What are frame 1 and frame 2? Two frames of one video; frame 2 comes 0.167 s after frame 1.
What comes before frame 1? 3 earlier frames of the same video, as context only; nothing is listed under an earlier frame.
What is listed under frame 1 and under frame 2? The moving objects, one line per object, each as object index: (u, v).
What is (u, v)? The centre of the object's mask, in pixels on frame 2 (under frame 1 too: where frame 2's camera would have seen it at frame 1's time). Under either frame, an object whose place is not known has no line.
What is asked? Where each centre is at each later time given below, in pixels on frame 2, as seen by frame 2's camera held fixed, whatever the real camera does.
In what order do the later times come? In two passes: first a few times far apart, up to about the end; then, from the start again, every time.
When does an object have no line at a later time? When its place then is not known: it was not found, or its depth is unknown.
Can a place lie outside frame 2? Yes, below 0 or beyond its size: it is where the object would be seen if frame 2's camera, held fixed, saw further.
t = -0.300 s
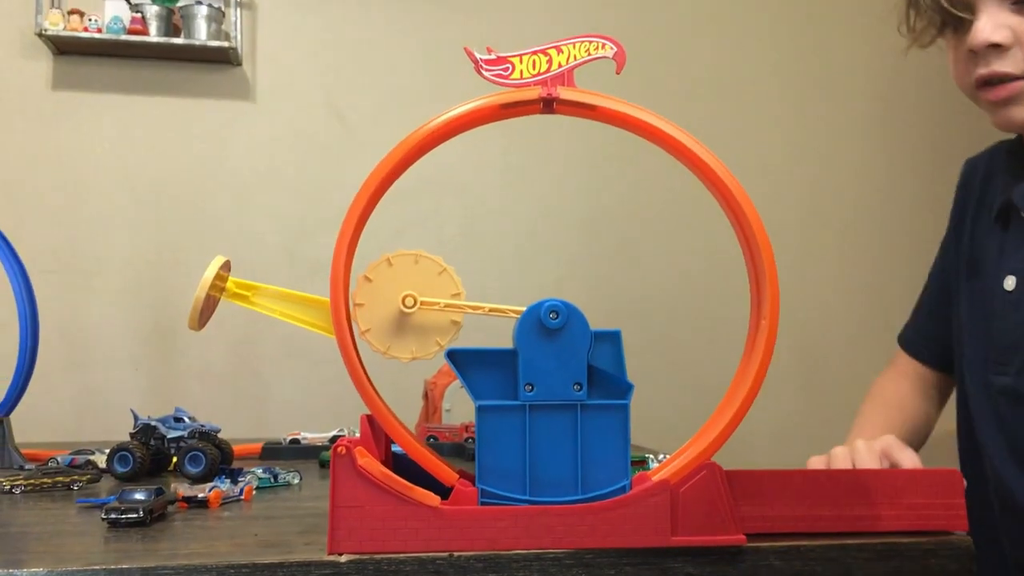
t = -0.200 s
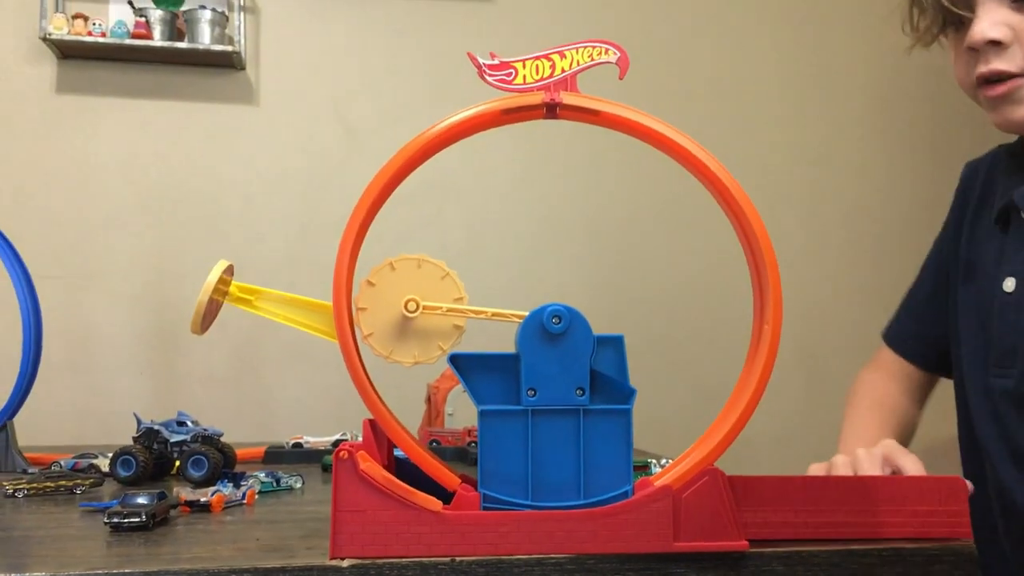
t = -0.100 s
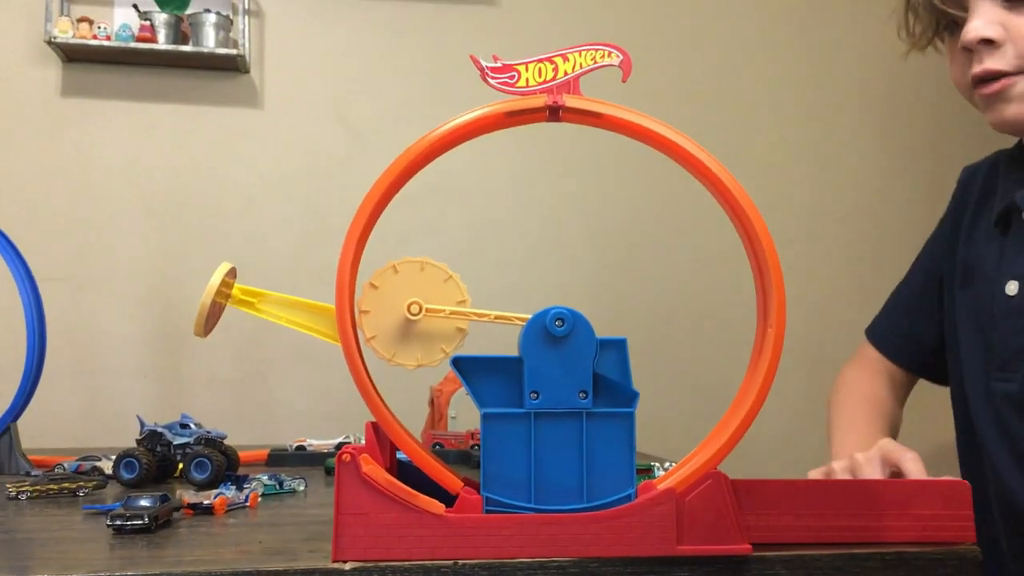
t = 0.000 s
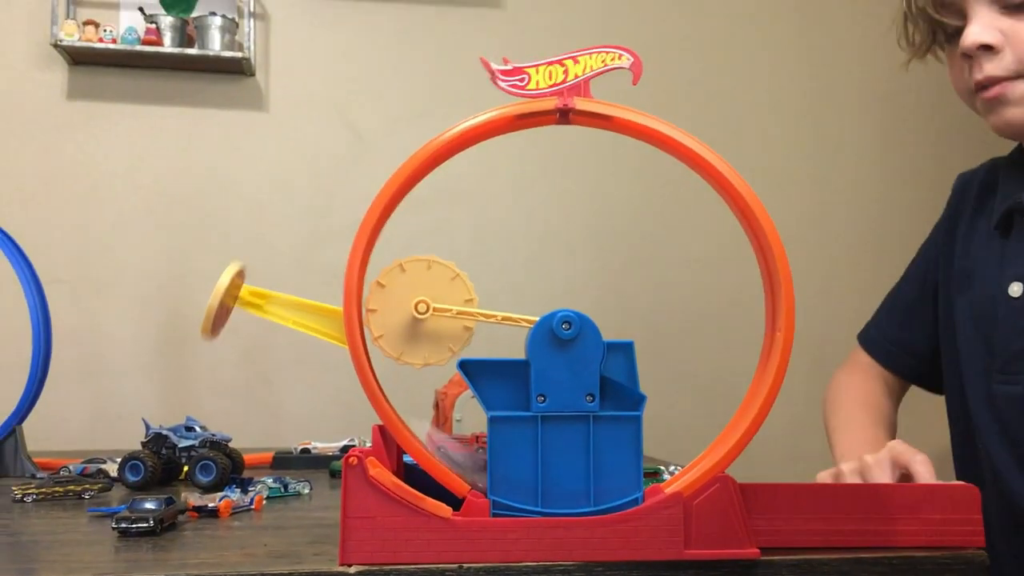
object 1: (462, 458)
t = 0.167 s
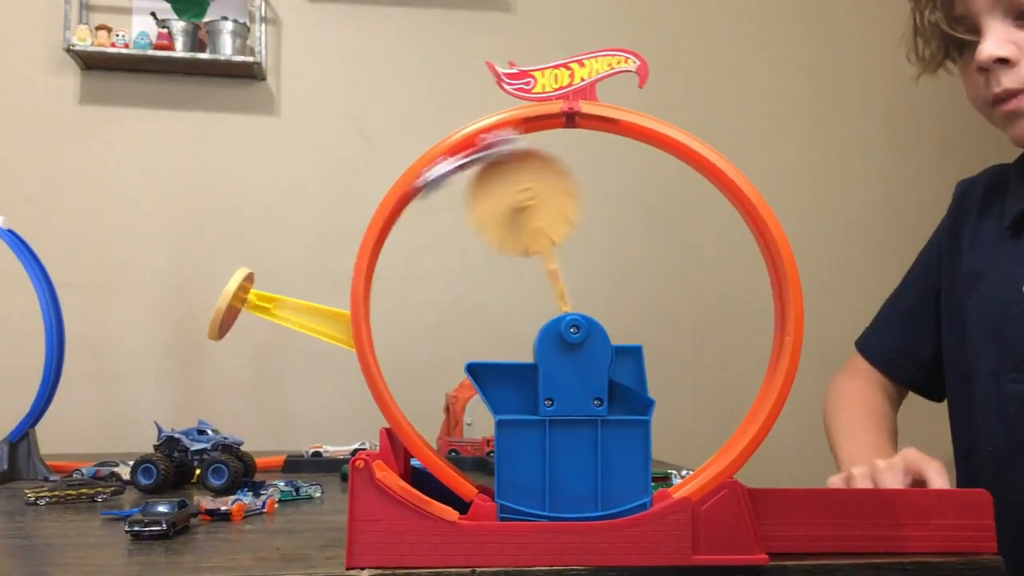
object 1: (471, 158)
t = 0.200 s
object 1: (511, 150)
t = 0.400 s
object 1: (731, 424)
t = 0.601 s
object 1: (498, 547)
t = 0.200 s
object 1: (511, 150)
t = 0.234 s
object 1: (564, 157)
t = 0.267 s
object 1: (611, 187)
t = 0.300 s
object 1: (648, 217)
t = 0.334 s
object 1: (692, 268)
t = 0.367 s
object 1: (740, 353)
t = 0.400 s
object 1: (731, 424)
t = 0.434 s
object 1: (668, 483)
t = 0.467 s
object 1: (602, 507)
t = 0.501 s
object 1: (571, 500)
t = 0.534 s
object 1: (545, 499)
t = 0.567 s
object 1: (512, 517)
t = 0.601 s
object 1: (498, 547)
